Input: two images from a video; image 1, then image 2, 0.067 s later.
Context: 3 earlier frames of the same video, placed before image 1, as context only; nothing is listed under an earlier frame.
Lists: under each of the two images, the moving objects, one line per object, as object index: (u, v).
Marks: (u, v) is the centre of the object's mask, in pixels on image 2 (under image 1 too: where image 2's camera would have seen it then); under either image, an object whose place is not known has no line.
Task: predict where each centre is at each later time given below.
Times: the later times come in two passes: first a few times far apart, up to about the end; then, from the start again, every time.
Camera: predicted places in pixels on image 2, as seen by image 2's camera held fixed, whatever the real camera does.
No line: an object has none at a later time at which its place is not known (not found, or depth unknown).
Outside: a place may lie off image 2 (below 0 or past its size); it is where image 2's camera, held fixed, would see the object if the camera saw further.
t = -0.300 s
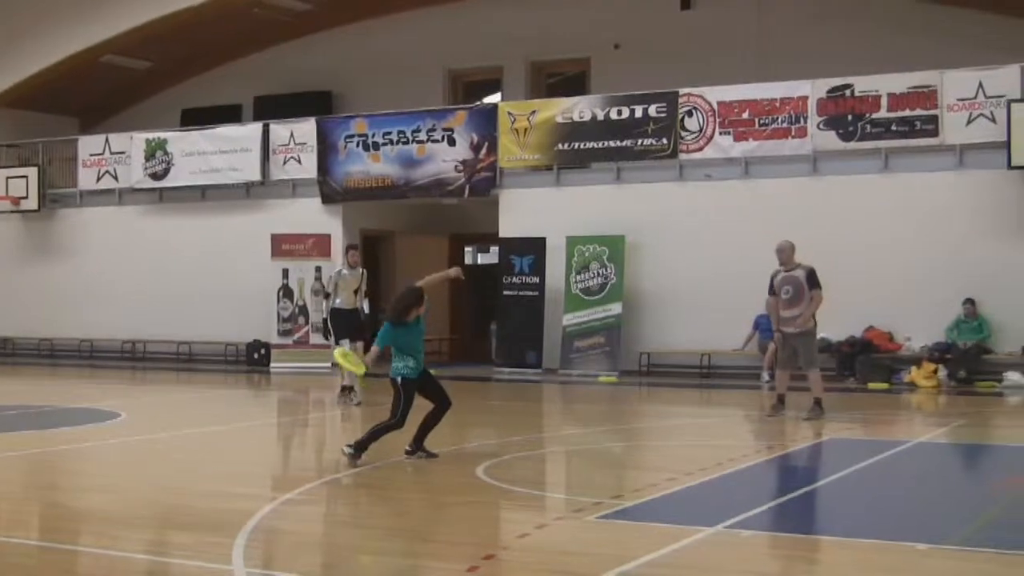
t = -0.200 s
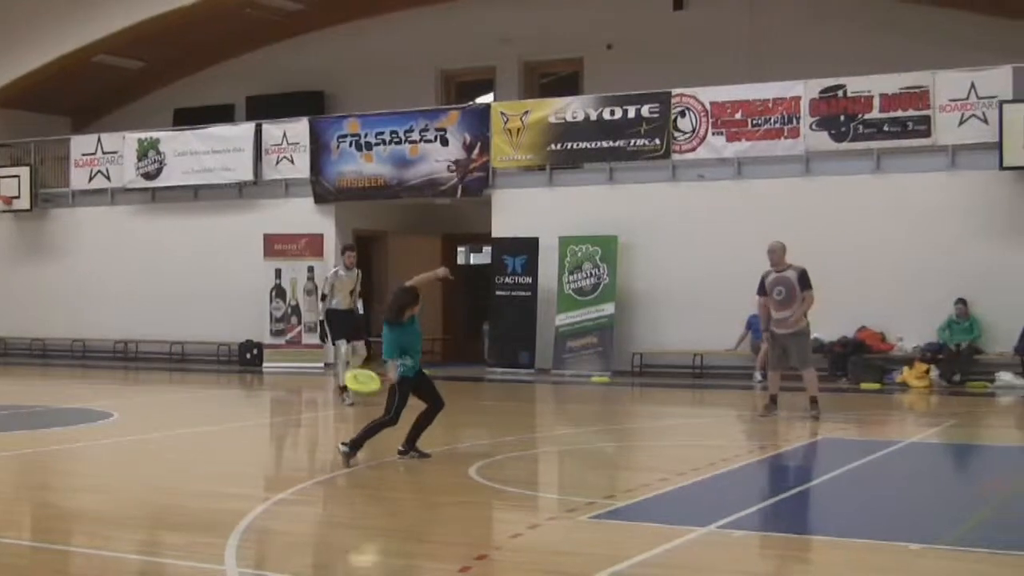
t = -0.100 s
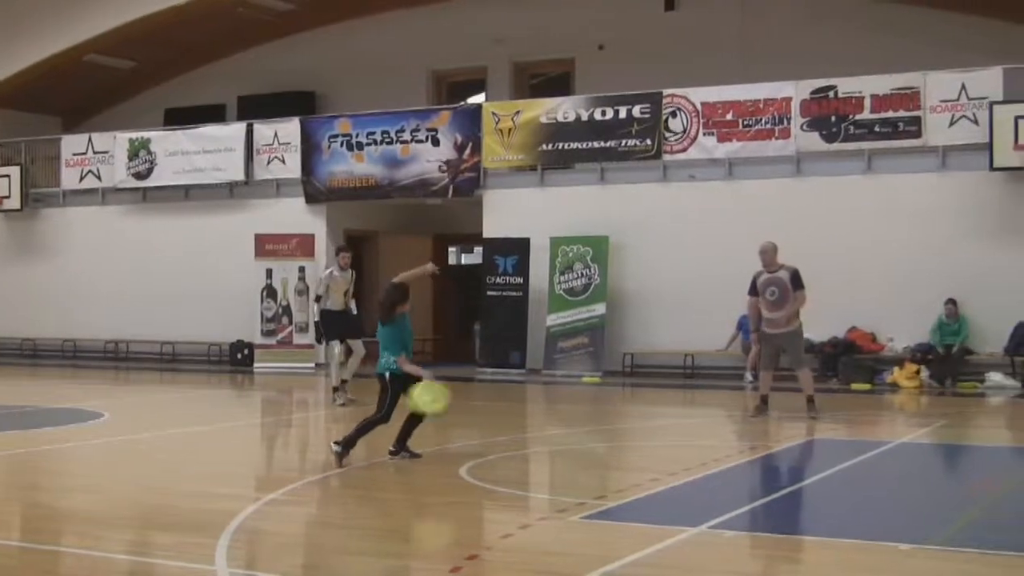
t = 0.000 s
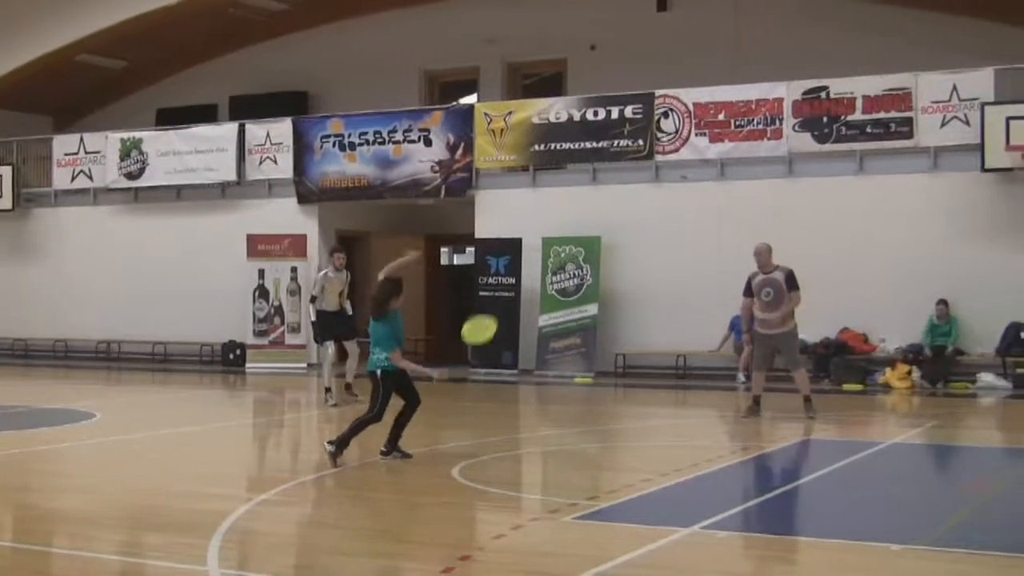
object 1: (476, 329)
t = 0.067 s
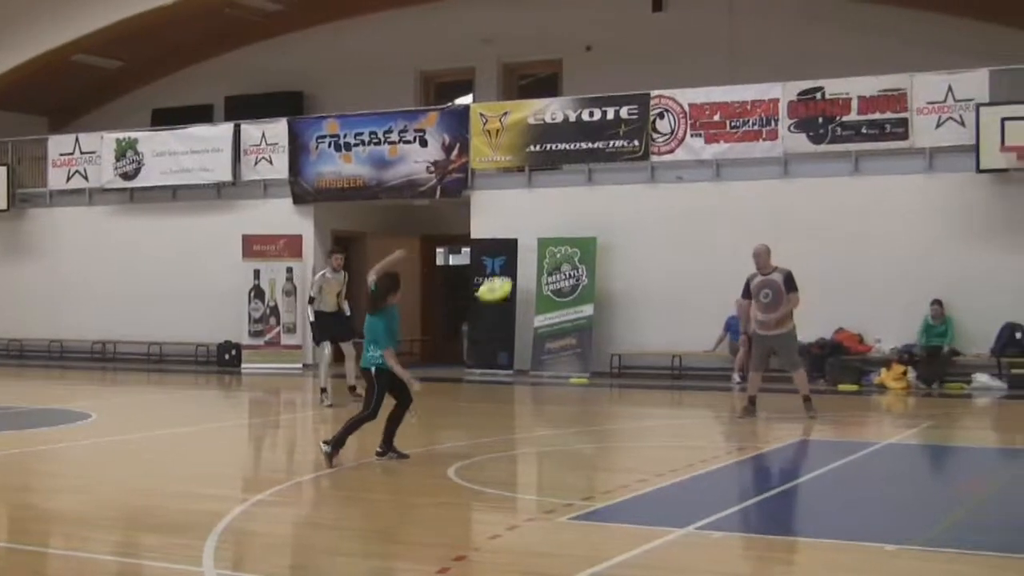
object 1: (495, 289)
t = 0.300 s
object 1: (551, 202)
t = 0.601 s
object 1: (606, 165)
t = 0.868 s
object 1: (646, 179)
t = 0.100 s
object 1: (504, 271)
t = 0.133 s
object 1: (512, 256)
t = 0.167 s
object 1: (520, 242)
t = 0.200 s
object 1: (531, 230)
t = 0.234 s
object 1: (538, 219)
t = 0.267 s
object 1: (545, 209)
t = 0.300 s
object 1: (551, 202)
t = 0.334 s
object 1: (559, 194)
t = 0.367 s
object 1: (565, 186)
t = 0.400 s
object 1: (572, 181)
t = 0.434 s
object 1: (578, 176)
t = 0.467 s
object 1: (583, 173)
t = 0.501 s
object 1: (590, 169)
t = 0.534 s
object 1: (596, 167)
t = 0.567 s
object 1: (601, 166)
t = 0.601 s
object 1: (606, 165)
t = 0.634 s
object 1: (611, 165)
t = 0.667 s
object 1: (616, 165)
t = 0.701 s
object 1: (622, 166)
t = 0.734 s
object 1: (627, 168)
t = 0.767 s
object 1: (631, 170)
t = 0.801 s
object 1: (637, 173)
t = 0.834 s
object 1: (641, 176)
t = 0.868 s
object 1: (646, 179)
